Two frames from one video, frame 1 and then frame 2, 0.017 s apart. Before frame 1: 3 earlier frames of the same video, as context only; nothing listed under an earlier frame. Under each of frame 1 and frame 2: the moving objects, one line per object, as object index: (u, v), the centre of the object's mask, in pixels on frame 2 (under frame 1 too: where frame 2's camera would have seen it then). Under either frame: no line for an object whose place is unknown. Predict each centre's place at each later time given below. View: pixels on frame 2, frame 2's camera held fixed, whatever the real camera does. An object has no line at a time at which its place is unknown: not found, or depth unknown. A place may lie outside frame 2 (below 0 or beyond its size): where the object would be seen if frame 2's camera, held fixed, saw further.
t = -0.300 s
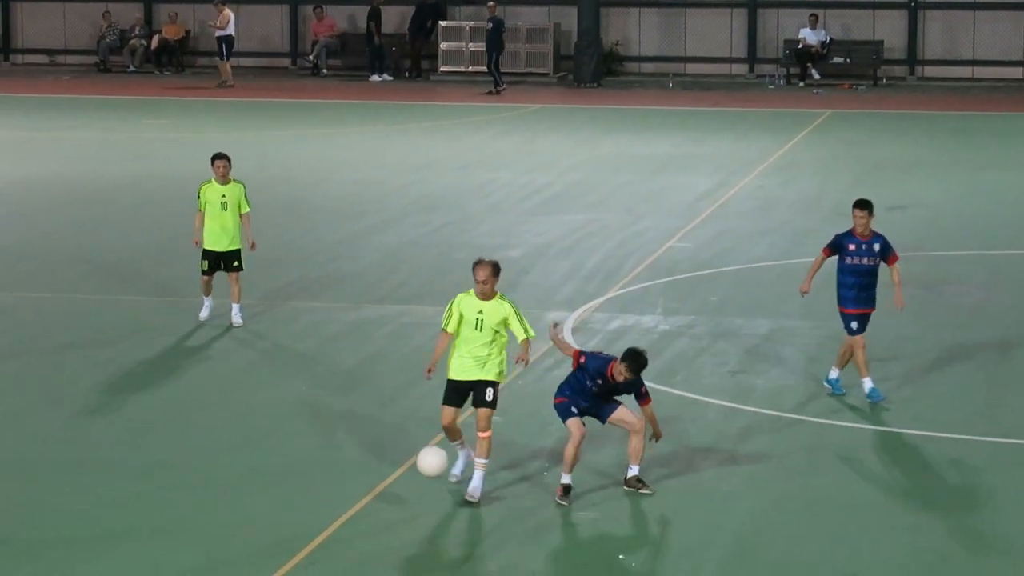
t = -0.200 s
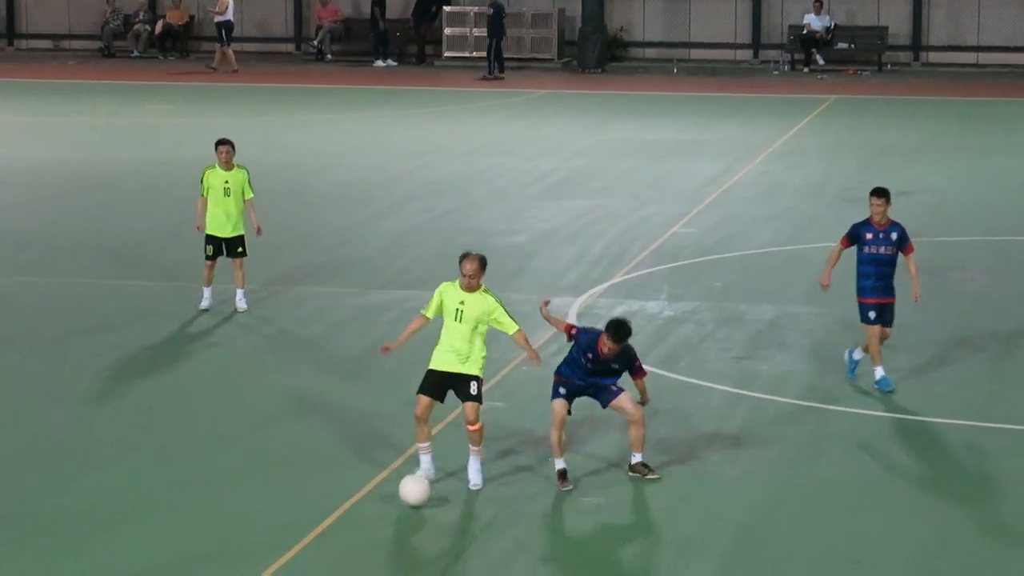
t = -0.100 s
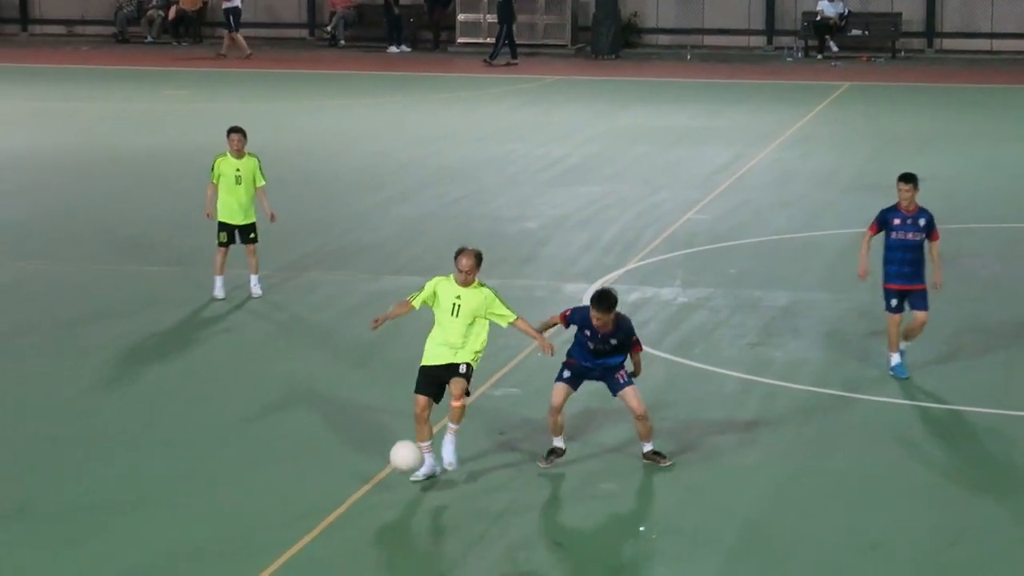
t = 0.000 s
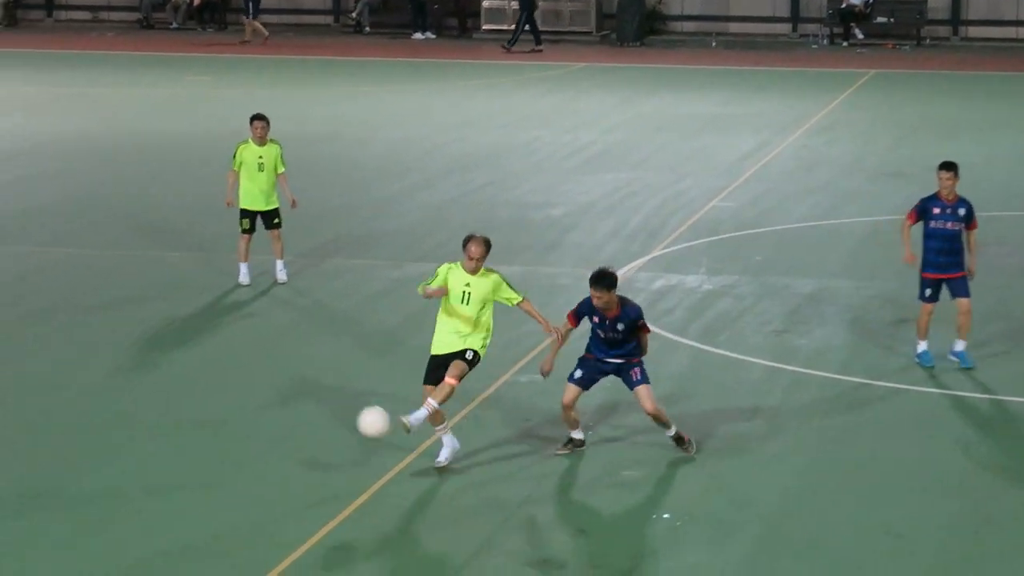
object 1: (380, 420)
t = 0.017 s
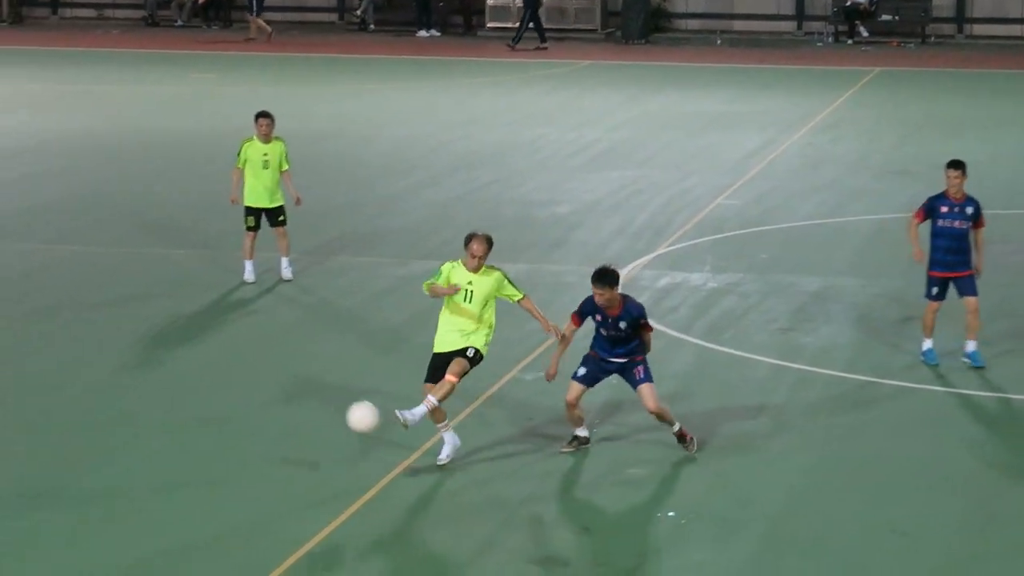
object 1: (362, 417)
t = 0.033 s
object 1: (347, 415)
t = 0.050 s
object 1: (330, 414)
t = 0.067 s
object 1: (314, 413)
